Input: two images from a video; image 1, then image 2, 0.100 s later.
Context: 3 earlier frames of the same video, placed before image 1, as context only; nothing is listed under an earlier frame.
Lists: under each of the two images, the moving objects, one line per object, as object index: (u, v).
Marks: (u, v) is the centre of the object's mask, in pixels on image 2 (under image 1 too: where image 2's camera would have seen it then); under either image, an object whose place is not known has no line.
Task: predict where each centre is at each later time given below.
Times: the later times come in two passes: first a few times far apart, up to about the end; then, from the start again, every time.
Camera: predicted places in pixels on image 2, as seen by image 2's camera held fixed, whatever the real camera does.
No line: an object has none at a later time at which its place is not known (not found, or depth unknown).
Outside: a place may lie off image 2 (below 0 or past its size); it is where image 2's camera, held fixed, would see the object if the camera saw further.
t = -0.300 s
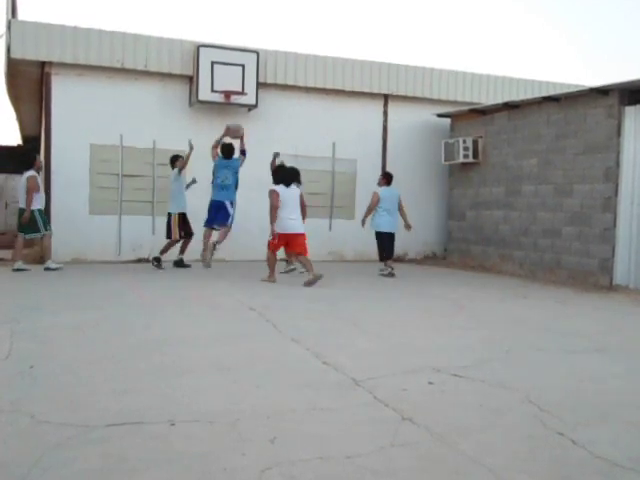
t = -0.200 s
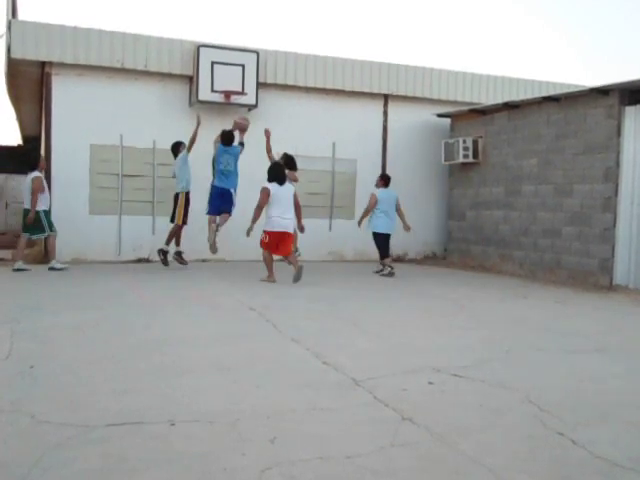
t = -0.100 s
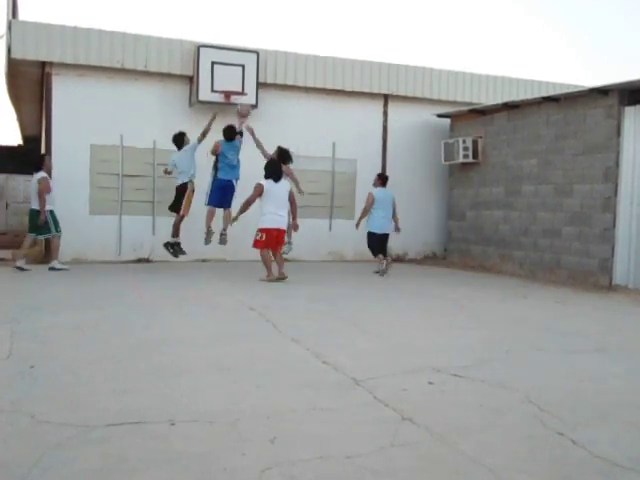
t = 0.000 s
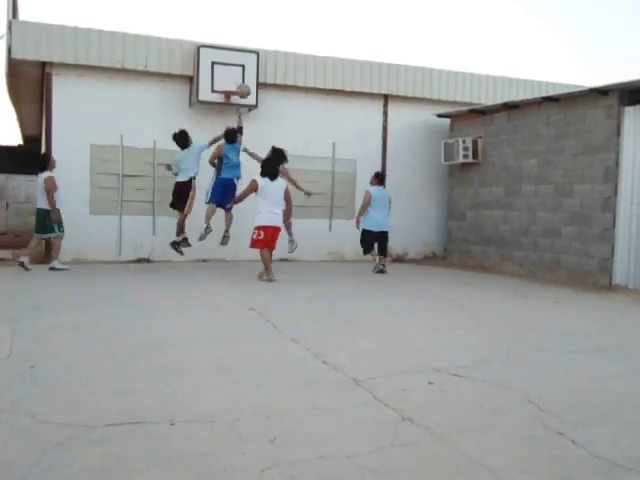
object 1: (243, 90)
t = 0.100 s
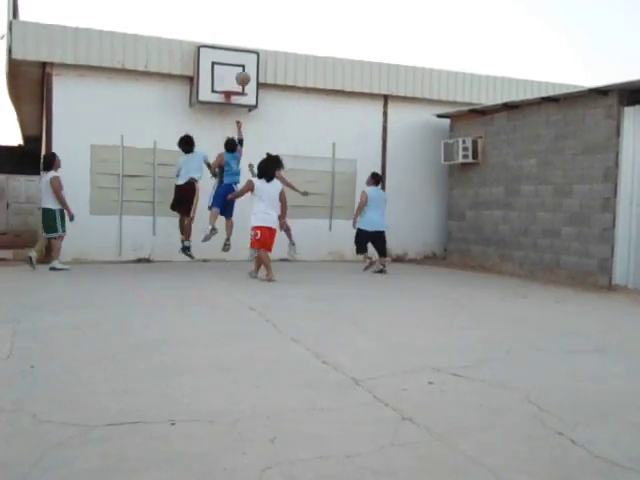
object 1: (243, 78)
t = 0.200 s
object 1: (242, 72)
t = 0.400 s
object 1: (242, 73)
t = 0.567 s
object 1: (249, 78)
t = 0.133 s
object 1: (242, 75)
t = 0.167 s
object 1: (242, 73)
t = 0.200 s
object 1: (242, 72)
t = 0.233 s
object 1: (241, 71)
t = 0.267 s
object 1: (241, 71)
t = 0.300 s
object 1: (241, 71)
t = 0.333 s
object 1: (241, 72)
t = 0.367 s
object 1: (240, 74)
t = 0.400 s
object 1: (242, 73)
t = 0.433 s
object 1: (243, 73)
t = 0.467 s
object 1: (245, 73)
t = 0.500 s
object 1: (246, 74)
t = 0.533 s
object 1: (247, 76)
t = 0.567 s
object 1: (249, 78)
